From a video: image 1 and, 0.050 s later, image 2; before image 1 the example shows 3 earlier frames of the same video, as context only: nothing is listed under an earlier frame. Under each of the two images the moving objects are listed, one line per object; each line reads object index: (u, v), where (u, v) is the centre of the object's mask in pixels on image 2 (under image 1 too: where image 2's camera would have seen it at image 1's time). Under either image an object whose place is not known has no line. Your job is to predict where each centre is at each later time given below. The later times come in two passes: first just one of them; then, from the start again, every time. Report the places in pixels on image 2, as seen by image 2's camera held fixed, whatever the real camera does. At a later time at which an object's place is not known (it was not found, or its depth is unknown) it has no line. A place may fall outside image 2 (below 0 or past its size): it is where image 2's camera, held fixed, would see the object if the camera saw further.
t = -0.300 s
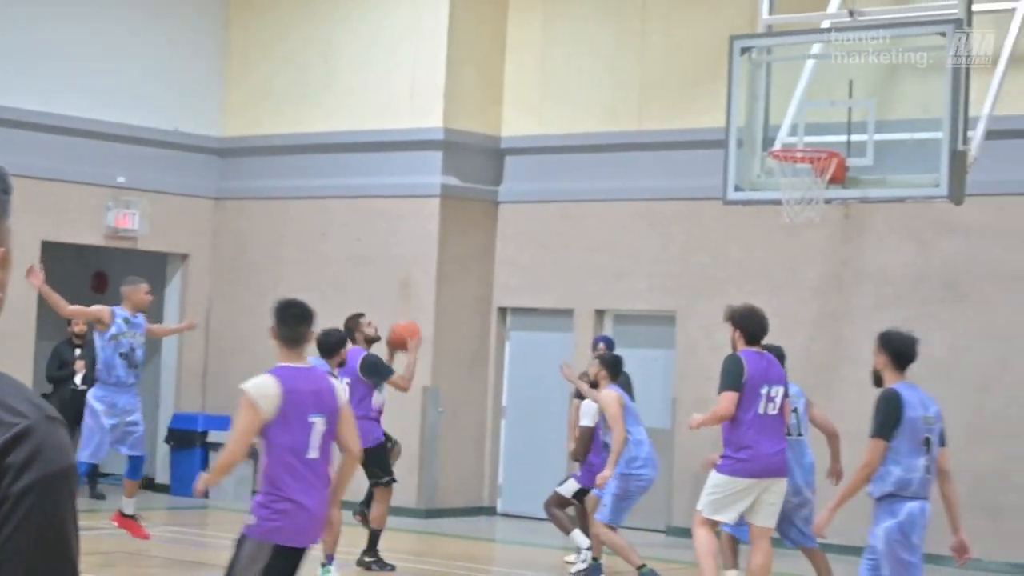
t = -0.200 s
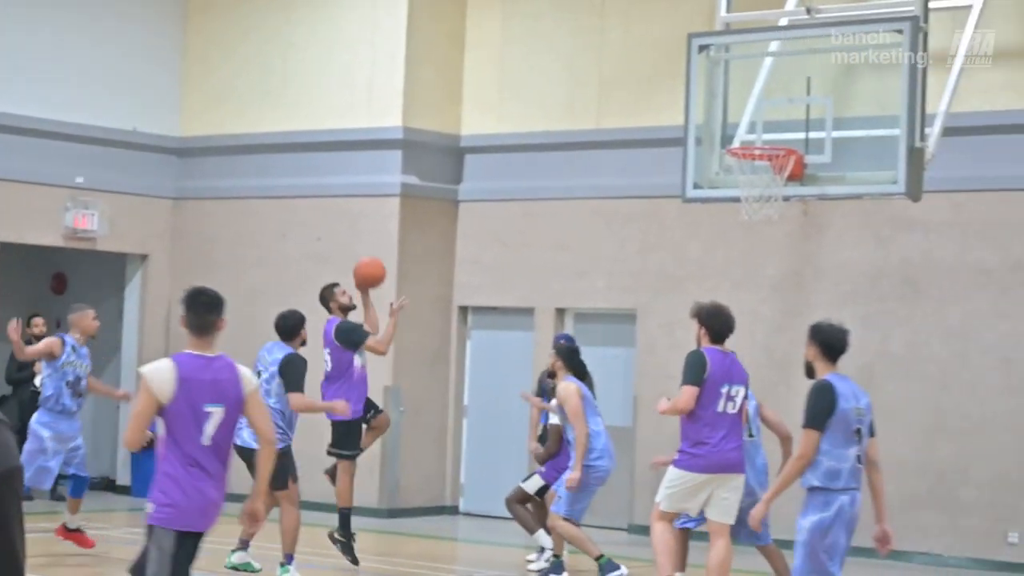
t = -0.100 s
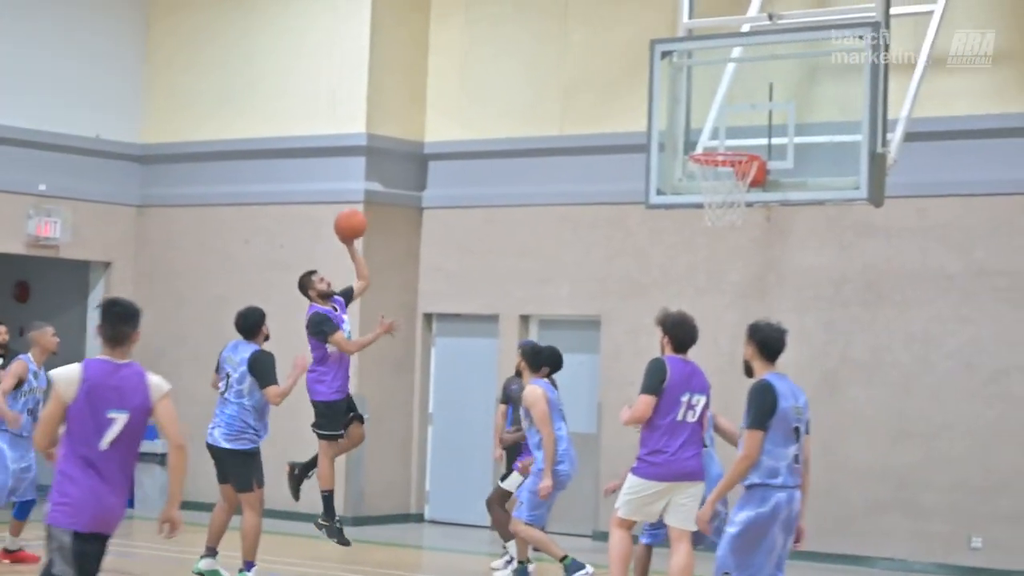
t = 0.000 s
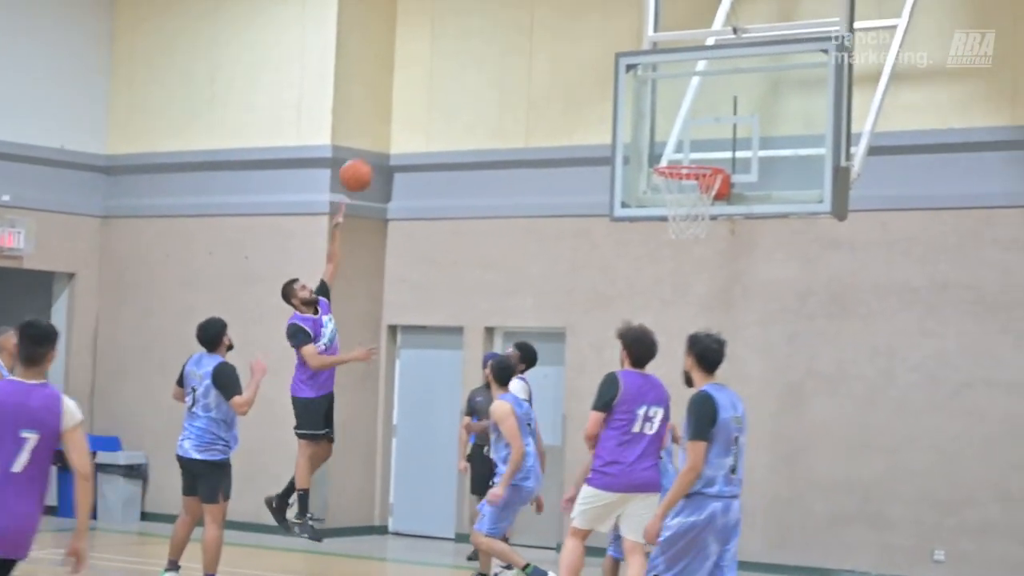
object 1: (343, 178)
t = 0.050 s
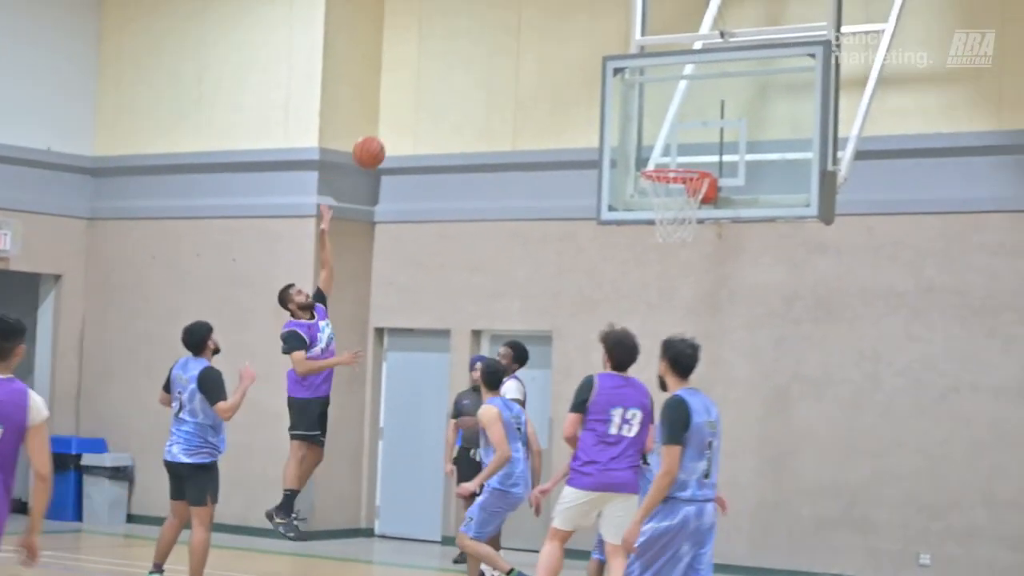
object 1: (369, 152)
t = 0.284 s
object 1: (488, 74)
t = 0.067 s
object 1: (377, 144)
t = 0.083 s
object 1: (386, 137)
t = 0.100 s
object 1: (395, 130)
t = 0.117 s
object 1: (403, 123)
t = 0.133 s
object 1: (412, 116)
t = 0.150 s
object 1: (421, 110)
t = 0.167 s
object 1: (429, 104)
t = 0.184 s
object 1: (438, 99)
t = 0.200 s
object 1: (446, 94)
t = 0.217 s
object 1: (454, 89)
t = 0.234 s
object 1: (463, 85)
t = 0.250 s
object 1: (471, 81)
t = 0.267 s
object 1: (480, 77)
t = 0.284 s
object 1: (488, 74)
